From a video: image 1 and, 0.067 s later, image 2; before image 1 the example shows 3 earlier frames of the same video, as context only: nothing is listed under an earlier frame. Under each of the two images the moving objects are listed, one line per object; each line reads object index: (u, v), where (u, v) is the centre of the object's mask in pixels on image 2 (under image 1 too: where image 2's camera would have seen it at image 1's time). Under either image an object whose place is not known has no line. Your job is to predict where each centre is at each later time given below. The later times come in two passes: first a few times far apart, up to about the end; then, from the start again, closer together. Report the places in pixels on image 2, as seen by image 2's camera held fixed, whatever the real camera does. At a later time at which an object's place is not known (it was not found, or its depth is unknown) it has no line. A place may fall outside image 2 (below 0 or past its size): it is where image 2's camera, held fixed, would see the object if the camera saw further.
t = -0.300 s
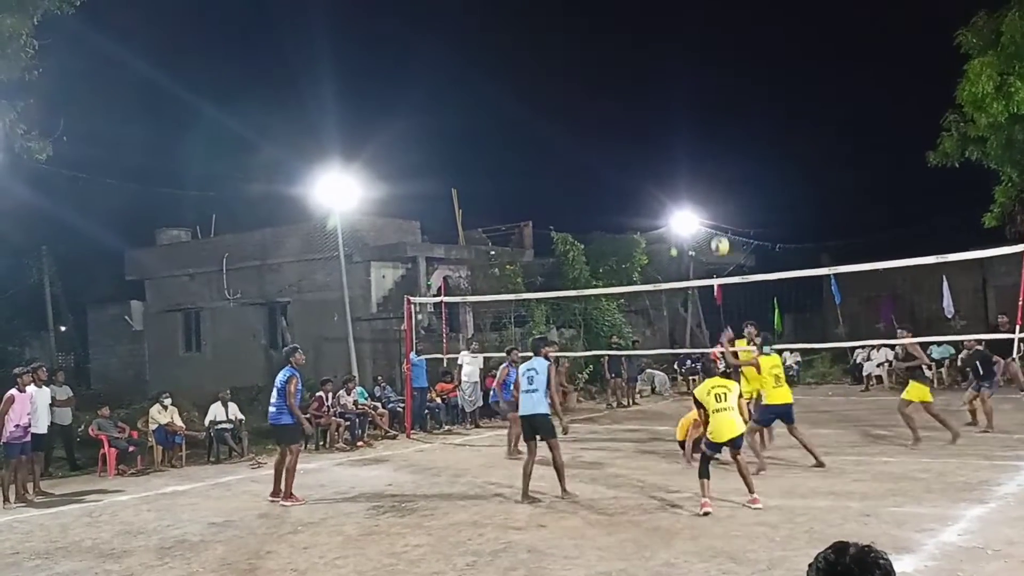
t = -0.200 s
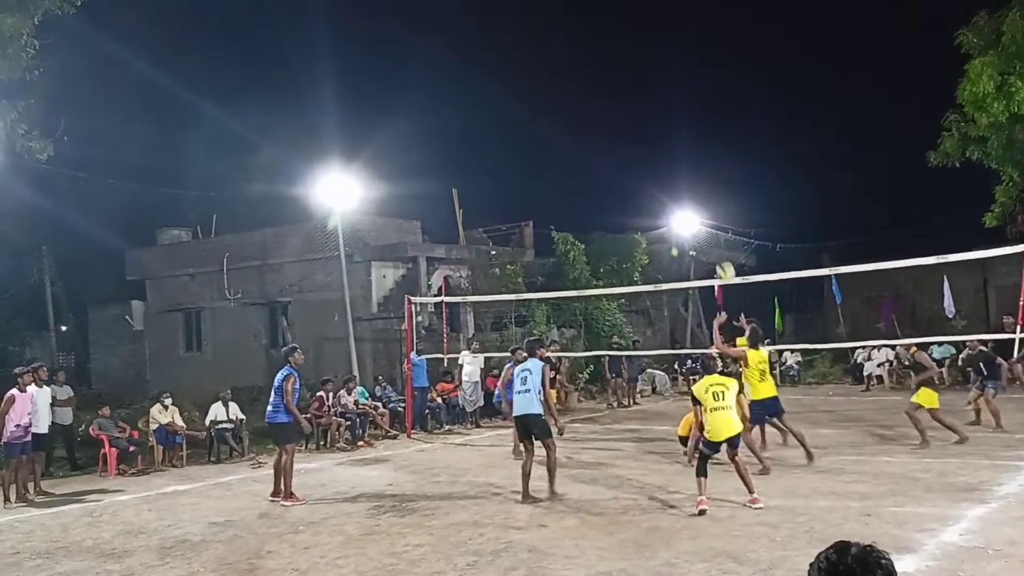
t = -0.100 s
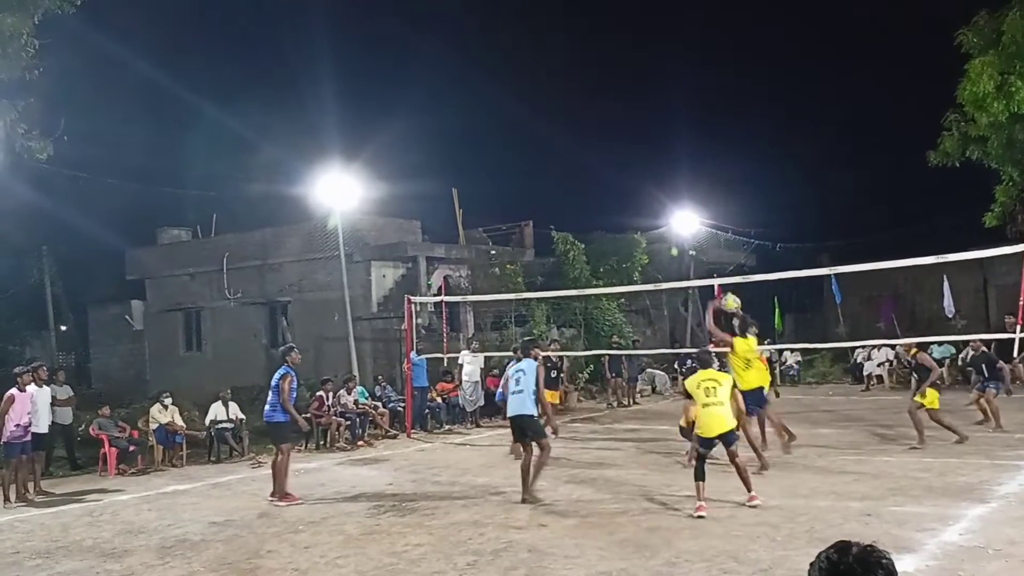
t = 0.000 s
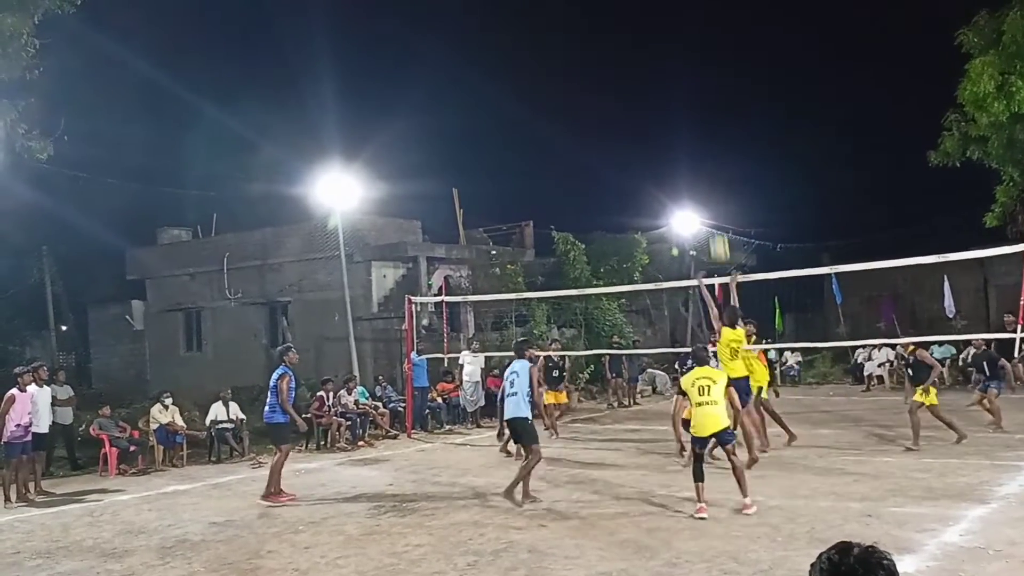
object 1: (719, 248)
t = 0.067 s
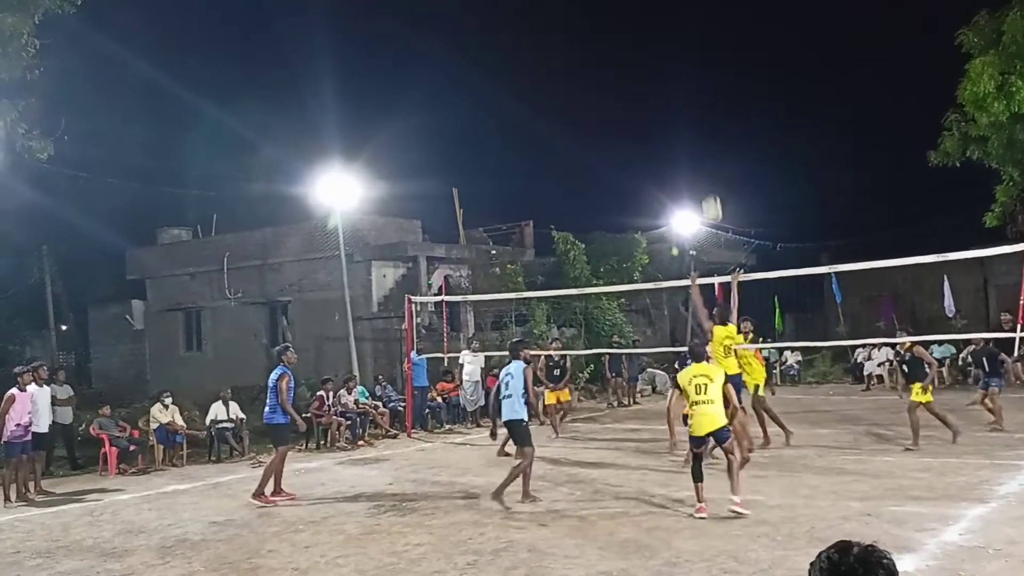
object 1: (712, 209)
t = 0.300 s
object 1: (689, 108)
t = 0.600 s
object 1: (666, 45)
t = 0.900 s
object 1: (648, 53)
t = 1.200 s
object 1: (635, 128)
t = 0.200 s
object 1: (698, 145)
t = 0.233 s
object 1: (695, 131)
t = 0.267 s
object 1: (692, 119)
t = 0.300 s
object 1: (689, 108)
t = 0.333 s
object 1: (686, 97)
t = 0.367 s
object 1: (683, 87)
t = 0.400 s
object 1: (681, 78)
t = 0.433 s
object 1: (678, 71)
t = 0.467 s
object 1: (675, 63)
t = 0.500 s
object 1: (673, 58)
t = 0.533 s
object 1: (670, 52)
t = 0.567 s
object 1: (668, 48)
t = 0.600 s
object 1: (666, 45)
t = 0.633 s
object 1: (663, 42)
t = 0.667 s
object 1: (661, 41)
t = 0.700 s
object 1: (659, 39)
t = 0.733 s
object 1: (657, 39)
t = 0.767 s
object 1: (655, 40)
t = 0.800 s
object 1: (653, 42)
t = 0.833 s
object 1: (651, 45)
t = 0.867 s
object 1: (649, 48)
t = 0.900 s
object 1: (648, 53)
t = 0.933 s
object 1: (646, 58)
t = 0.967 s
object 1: (644, 64)
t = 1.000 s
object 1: (643, 71)
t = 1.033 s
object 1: (641, 78)
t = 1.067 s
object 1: (640, 87)
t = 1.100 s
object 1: (639, 96)
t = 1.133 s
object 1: (638, 106)
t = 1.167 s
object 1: (636, 117)
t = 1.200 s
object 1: (635, 128)
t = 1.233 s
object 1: (634, 140)
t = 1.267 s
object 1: (633, 153)
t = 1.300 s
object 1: (633, 166)
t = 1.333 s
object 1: (631, 181)
